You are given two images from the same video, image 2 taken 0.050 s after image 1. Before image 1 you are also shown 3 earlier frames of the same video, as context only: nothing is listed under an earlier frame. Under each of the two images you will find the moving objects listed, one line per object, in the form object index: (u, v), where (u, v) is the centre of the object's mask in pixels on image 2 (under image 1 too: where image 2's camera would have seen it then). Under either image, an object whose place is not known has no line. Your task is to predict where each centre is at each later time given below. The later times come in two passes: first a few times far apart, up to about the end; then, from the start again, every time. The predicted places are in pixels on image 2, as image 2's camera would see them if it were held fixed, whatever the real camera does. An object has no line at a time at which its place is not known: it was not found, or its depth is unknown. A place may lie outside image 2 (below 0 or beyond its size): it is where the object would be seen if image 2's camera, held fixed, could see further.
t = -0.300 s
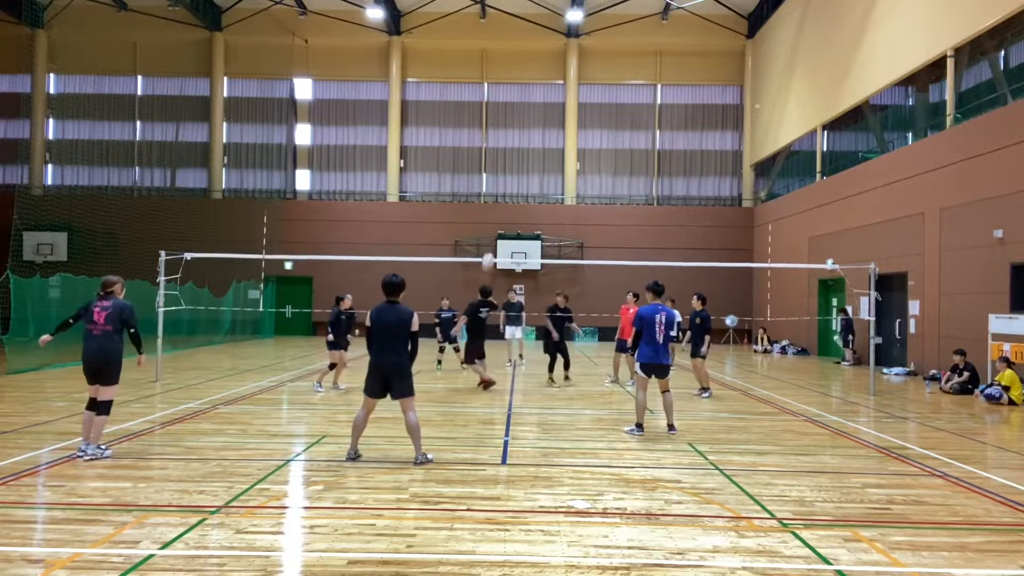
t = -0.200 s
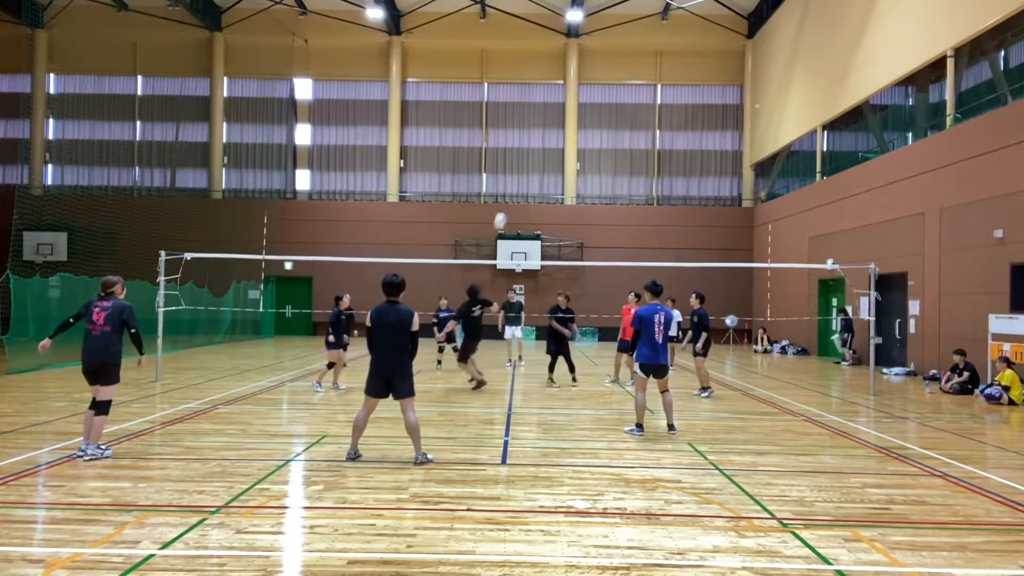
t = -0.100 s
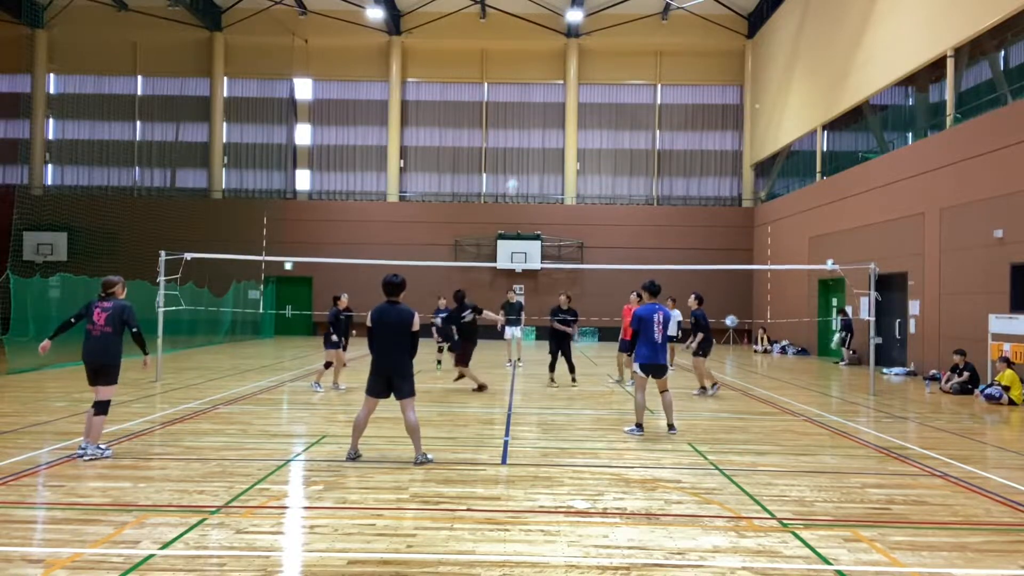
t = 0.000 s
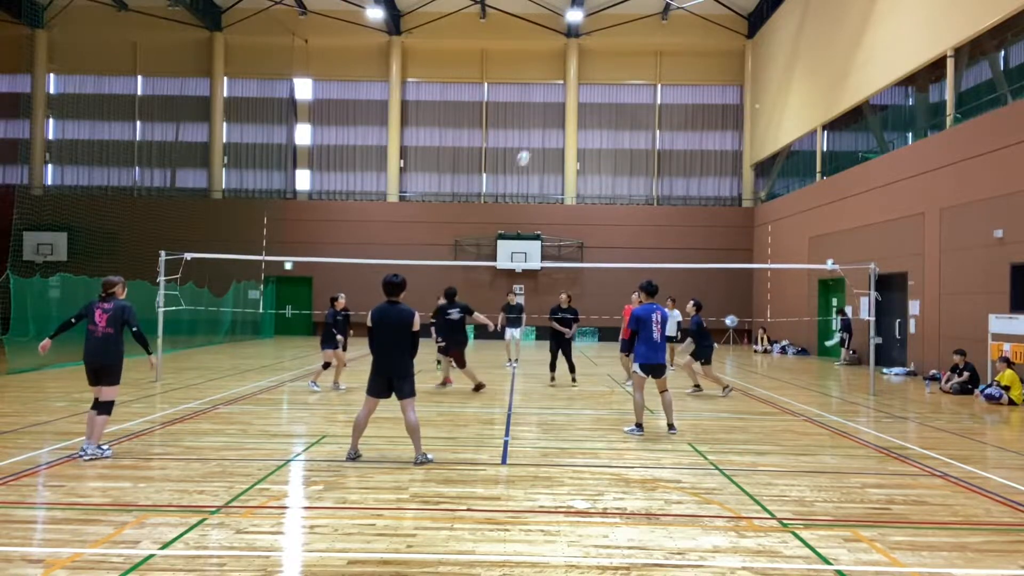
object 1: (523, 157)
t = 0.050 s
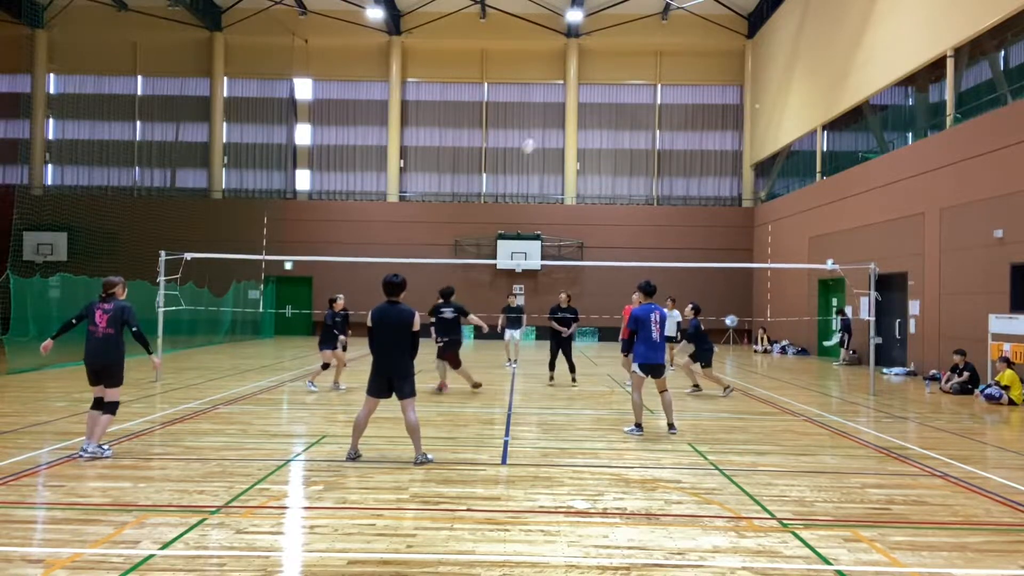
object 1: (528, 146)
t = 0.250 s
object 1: (549, 113)
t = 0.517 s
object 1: (577, 104)
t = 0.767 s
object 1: (600, 131)
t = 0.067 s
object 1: (530, 143)
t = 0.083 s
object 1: (532, 137)
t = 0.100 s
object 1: (534, 134)
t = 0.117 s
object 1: (536, 131)
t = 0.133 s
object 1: (537, 129)
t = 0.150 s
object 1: (539, 126)
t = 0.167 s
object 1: (541, 124)
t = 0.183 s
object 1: (543, 122)
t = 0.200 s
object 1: (544, 119)
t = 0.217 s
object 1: (546, 117)
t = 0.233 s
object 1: (548, 115)
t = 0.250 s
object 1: (549, 113)
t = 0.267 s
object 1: (551, 111)
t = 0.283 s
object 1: (553, 110)
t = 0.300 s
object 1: (554, 108)
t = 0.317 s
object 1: (556, 107)
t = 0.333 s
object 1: (558, 106)
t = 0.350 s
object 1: (560, 105)
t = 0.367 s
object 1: (561, 104)
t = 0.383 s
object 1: (562, 104)
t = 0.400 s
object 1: (564, 103)
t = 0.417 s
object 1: (566, 103)
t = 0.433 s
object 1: (567, 103)
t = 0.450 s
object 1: (570, 101)
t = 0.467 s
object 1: (571, 101)
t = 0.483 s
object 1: (574, 102)
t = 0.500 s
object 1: (575, 103)
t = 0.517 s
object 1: (577, 104)
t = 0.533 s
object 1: (578, 105)
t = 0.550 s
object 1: (580, 106)
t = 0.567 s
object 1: (582, 107)
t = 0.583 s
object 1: (583, 108)
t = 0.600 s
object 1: (584, 110)
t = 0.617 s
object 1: (586, 111)
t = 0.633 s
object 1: (588, 113)
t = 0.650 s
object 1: (589, 115)
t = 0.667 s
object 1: (591, 117)
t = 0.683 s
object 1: (592, 119)
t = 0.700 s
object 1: (594, 121)
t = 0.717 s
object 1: (596, 123)
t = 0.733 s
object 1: (597, 126)
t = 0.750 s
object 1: (599, 129)
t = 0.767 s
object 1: (600, 131)
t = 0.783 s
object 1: (602, 135)
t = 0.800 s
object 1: (603, 139)
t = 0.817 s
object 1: (605, 142)
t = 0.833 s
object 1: (607, 145)
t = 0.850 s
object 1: (608, 149)
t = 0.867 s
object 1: (609, 153)
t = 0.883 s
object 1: (611, 157)
